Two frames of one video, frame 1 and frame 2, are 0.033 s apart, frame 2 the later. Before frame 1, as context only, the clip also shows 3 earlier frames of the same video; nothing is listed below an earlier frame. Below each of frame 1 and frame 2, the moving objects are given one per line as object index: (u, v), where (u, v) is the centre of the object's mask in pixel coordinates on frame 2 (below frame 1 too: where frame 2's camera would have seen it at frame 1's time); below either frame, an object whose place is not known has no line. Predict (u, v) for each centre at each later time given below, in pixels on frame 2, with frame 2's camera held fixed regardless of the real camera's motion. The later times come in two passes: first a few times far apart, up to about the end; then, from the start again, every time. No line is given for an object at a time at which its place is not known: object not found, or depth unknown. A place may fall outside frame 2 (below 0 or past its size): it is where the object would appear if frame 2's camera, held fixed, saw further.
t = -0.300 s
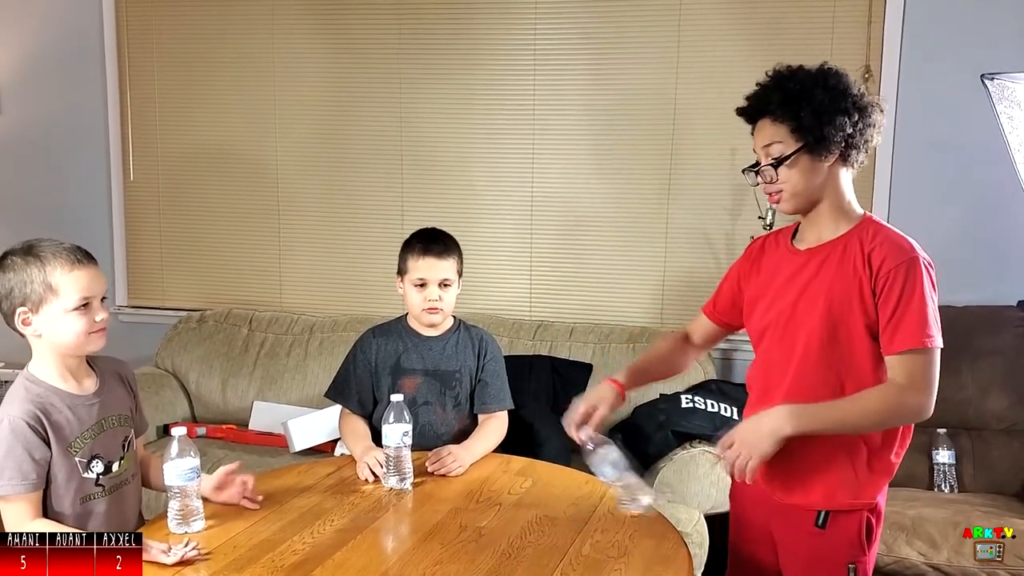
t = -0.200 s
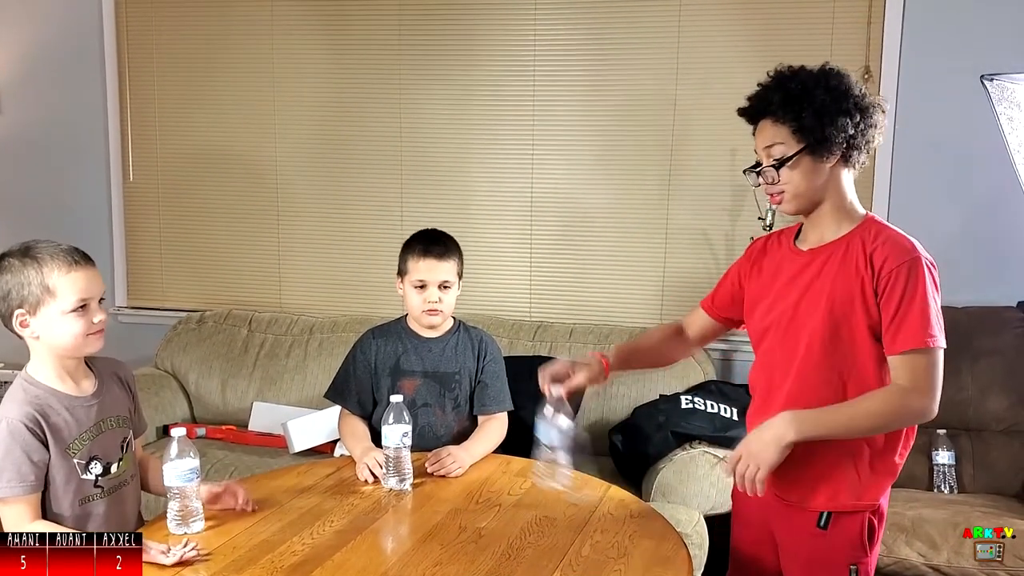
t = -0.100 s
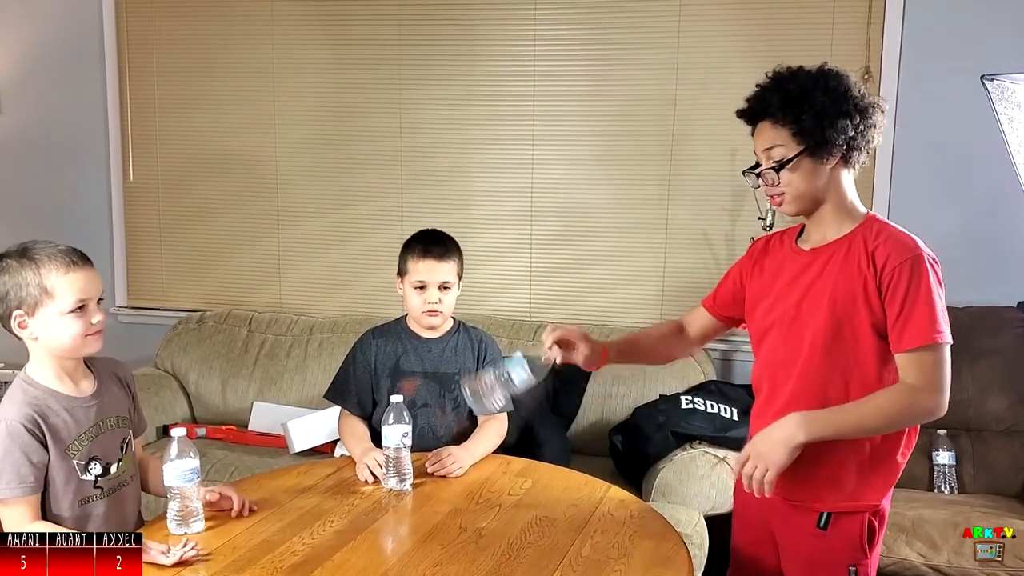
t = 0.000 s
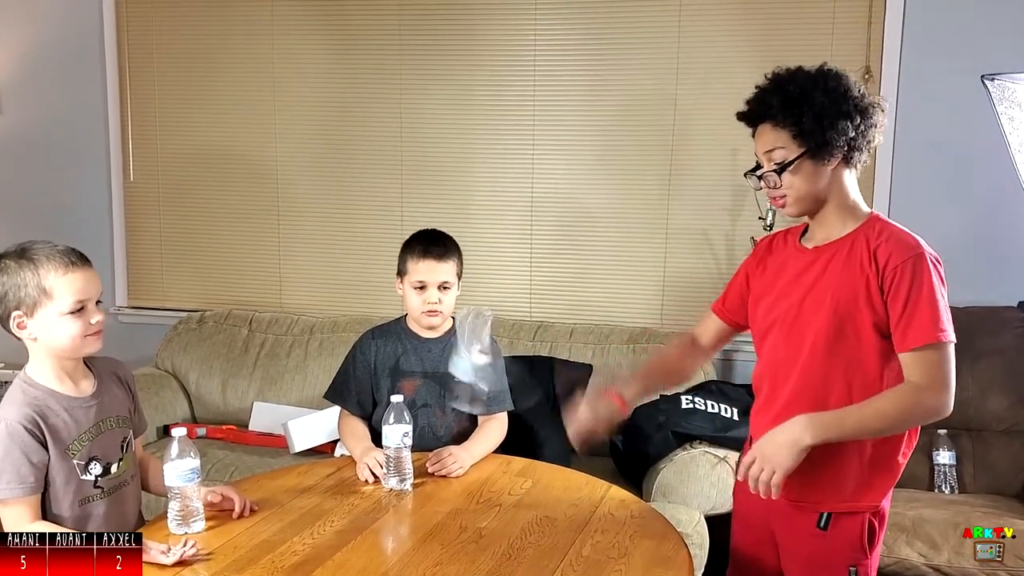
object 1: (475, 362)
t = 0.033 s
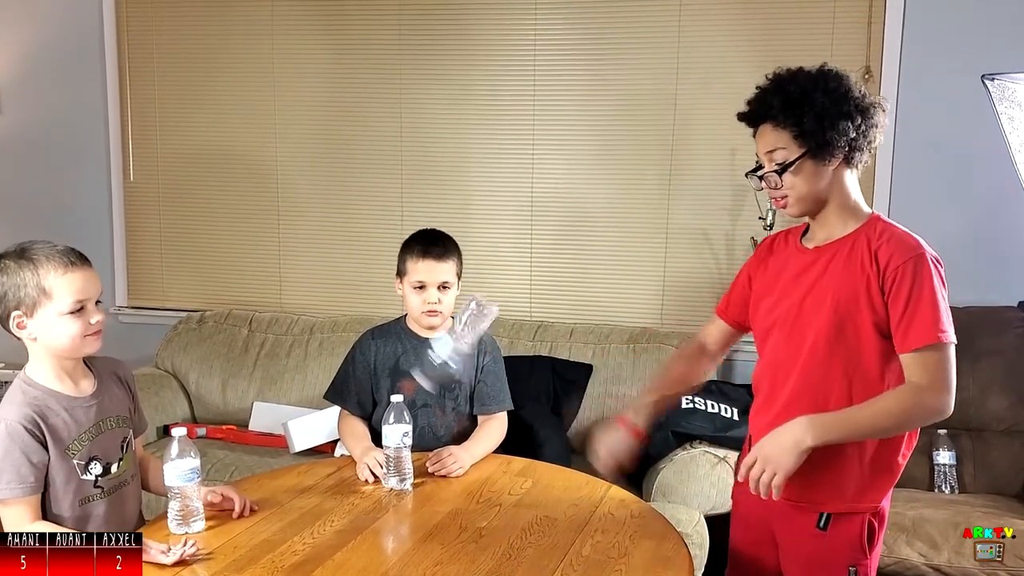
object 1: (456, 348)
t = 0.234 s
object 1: (457, 370)
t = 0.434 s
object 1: (469, 503)
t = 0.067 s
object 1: (447, 327)
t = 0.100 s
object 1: (448, 317)
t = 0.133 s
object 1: (450, 317)
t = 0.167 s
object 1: (452, 326)
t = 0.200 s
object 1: (458, 347)
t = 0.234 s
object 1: (457, 370)
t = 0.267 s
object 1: (455, 393)
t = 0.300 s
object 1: (456, 431)
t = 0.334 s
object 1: (456, 478)
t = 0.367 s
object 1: (459, 498)
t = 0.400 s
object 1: (464, 501)
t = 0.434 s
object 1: (469, 503)
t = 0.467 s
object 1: (475, 504)
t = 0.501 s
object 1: (480, 507)
